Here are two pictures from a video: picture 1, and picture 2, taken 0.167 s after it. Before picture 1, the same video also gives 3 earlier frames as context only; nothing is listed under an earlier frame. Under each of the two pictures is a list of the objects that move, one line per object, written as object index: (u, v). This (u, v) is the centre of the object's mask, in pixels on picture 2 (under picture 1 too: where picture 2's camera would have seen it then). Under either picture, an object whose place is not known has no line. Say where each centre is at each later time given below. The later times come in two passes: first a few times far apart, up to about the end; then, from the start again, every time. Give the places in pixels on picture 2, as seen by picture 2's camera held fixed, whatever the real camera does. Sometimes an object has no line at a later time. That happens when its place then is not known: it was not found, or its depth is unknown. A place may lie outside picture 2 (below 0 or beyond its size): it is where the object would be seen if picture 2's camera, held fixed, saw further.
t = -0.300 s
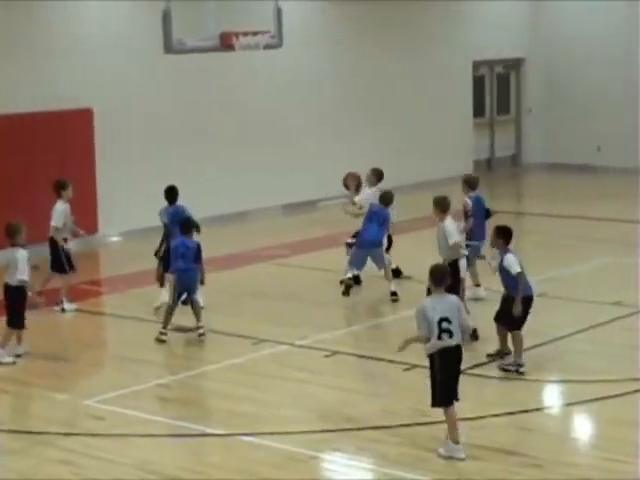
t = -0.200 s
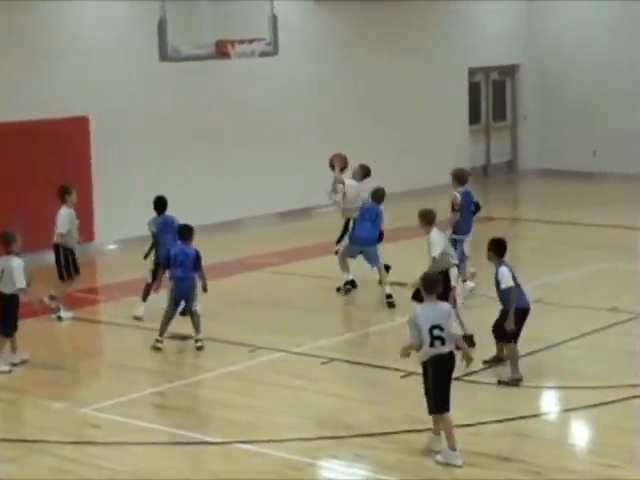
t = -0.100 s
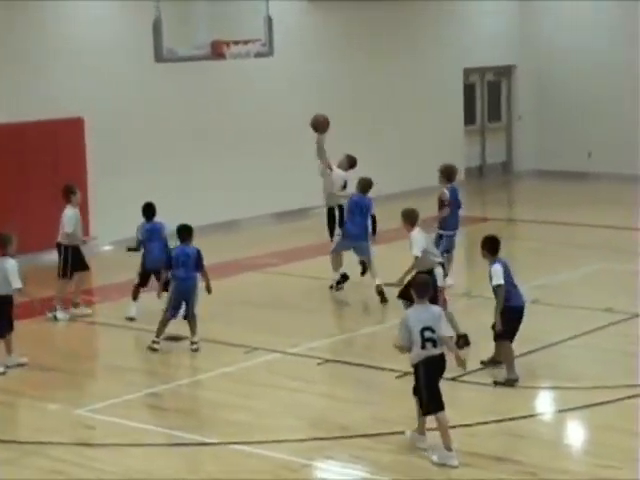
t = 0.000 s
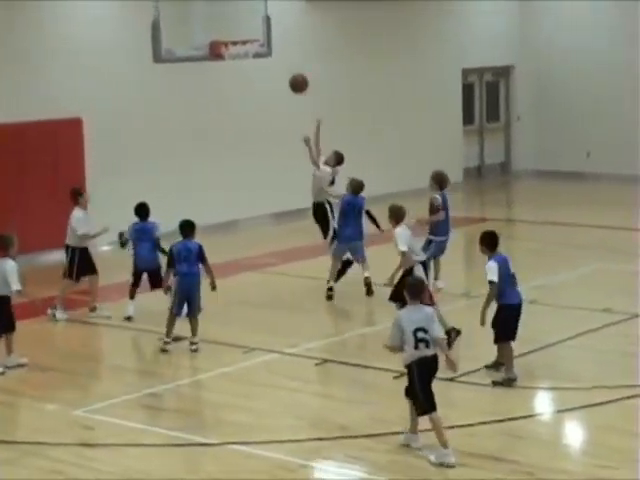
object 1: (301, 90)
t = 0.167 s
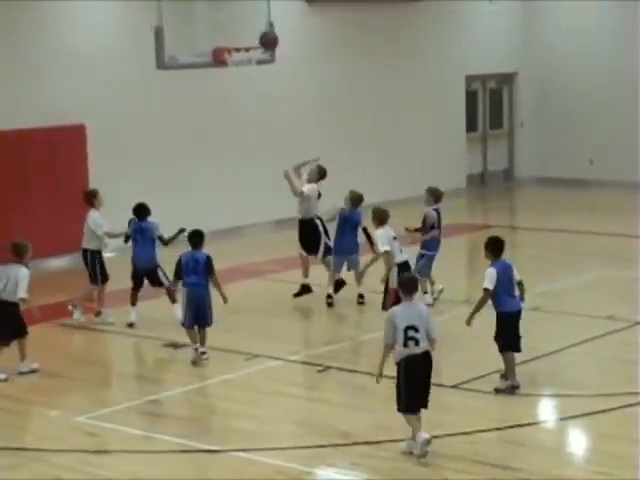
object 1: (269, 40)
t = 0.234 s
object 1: (255, 26)
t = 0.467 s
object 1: (240, 16)
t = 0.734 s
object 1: (245, 42)
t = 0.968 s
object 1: (233, 60)
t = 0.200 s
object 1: (262, 33)
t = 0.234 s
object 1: (255, 26)
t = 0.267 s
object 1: (248, 21)
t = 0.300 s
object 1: (242, 17)
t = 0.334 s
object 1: (241, 15)
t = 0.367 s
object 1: (241, 14)
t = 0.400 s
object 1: (241, 13)
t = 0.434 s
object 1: (240, 14)
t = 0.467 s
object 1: (240, 16)
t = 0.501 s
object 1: (239, 18)
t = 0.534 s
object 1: (239, 22)
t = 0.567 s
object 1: (239, 26)
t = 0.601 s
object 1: (238, 32)
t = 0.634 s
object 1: (238, 39)
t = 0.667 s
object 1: (240, 40)
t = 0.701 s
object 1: (242, 41)
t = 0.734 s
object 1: (245, 42)
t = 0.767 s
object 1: (247, 45)
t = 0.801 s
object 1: (246, 46)
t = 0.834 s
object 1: (242, 48)
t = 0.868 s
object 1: (238, 50)
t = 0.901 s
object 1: (235, 53)
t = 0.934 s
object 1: (233, 57)
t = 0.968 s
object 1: (233, 60)
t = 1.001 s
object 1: (234, 66)
